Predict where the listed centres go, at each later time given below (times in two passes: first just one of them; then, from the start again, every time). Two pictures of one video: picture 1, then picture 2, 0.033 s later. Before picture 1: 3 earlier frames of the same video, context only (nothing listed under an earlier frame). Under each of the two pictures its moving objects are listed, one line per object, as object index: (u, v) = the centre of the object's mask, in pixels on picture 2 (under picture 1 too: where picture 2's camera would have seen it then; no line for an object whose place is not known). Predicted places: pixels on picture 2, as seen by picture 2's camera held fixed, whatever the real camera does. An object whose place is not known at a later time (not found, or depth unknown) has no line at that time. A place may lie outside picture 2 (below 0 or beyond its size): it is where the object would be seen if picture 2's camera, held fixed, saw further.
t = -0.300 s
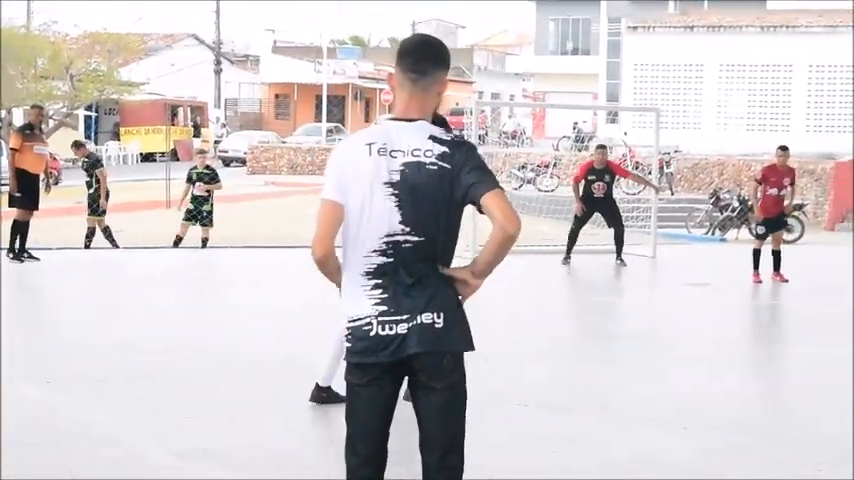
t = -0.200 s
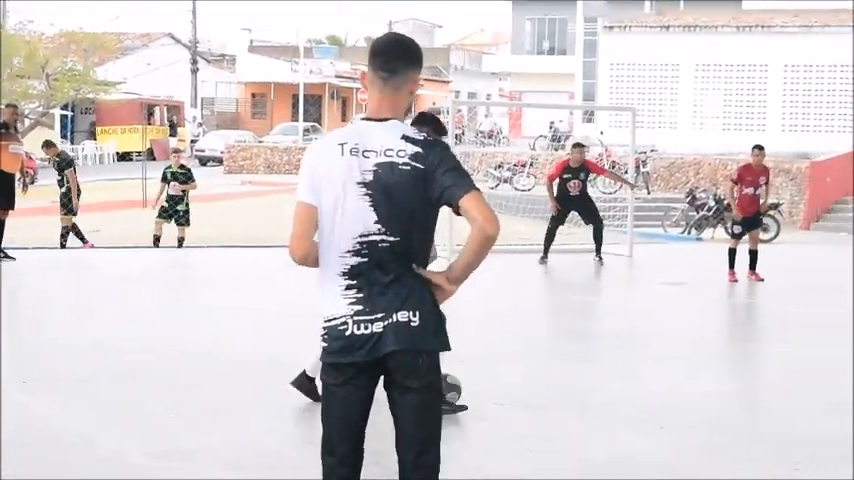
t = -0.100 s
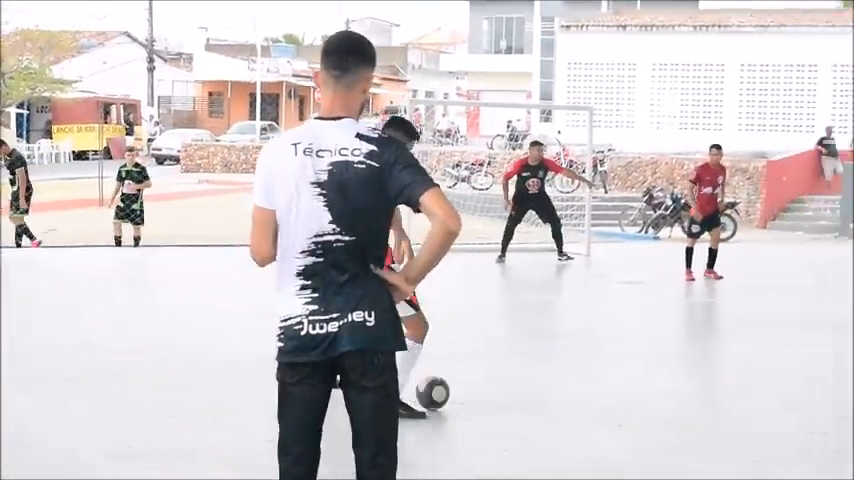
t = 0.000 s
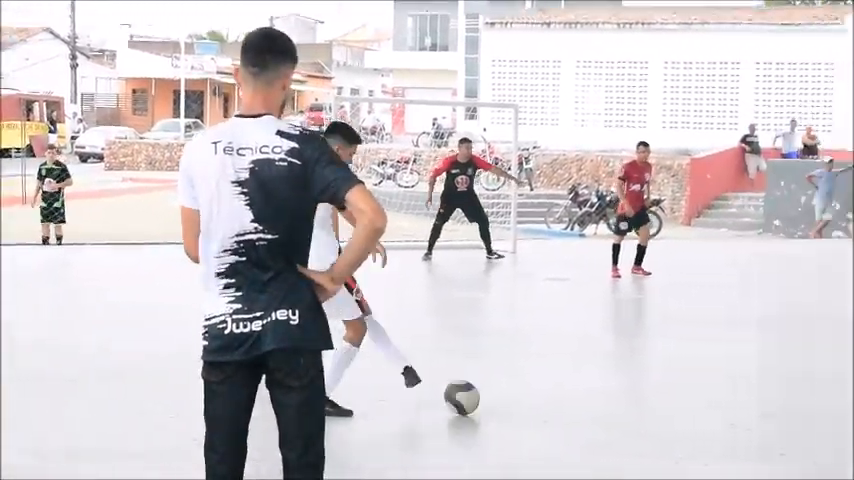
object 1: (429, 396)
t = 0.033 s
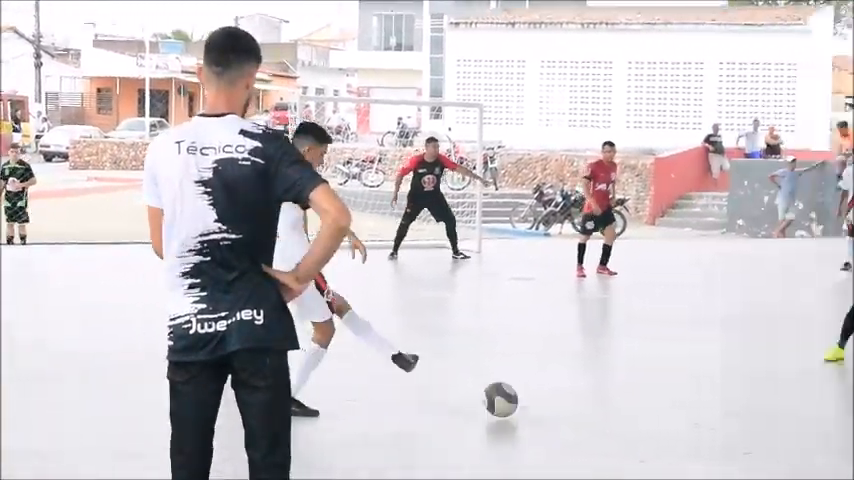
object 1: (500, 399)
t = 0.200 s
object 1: (867, 426)
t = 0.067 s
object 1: (573, 404)
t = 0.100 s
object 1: (645, 410)
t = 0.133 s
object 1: (718, 414)
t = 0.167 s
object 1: (790, 419)
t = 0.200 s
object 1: (867, 426)
